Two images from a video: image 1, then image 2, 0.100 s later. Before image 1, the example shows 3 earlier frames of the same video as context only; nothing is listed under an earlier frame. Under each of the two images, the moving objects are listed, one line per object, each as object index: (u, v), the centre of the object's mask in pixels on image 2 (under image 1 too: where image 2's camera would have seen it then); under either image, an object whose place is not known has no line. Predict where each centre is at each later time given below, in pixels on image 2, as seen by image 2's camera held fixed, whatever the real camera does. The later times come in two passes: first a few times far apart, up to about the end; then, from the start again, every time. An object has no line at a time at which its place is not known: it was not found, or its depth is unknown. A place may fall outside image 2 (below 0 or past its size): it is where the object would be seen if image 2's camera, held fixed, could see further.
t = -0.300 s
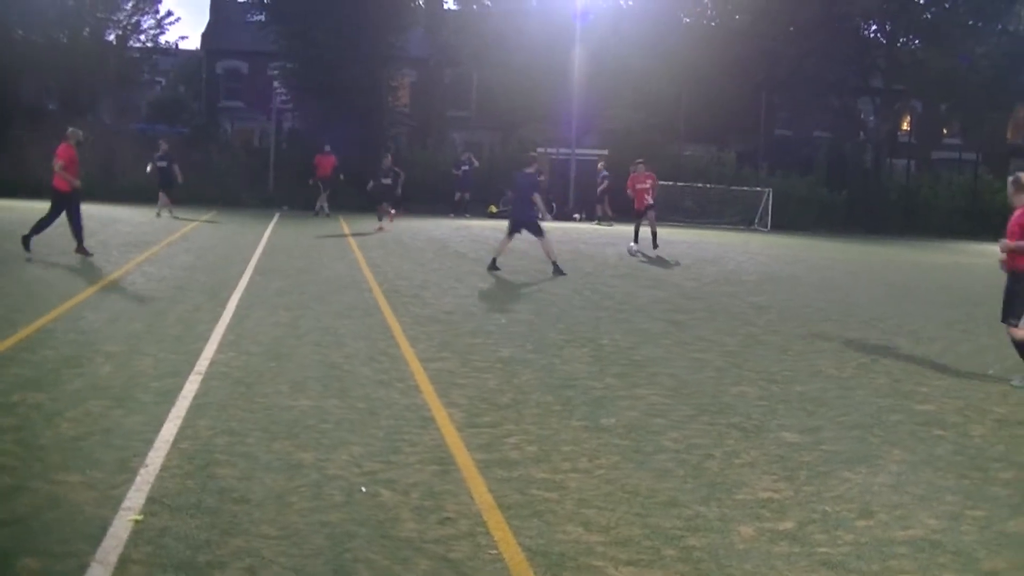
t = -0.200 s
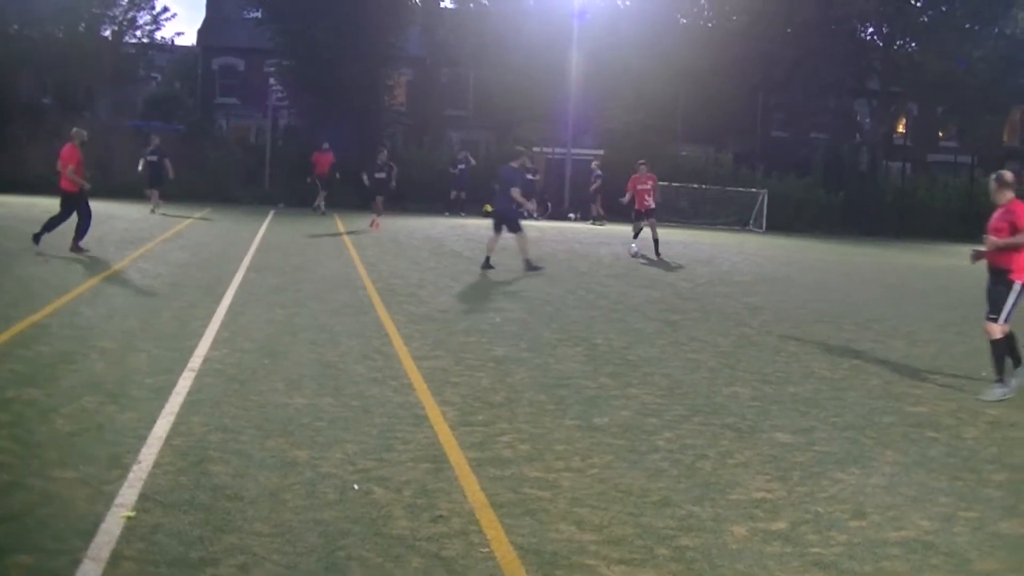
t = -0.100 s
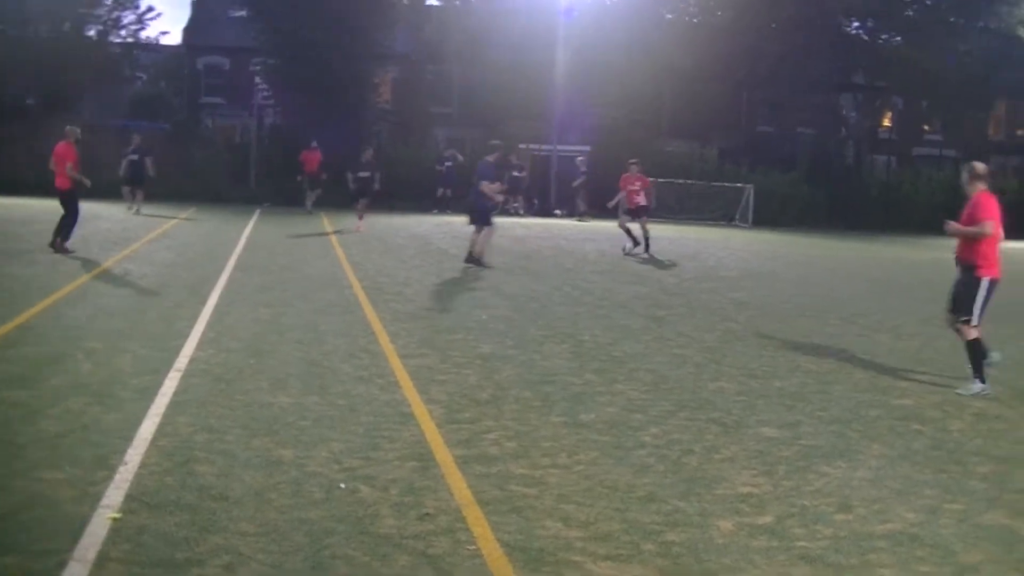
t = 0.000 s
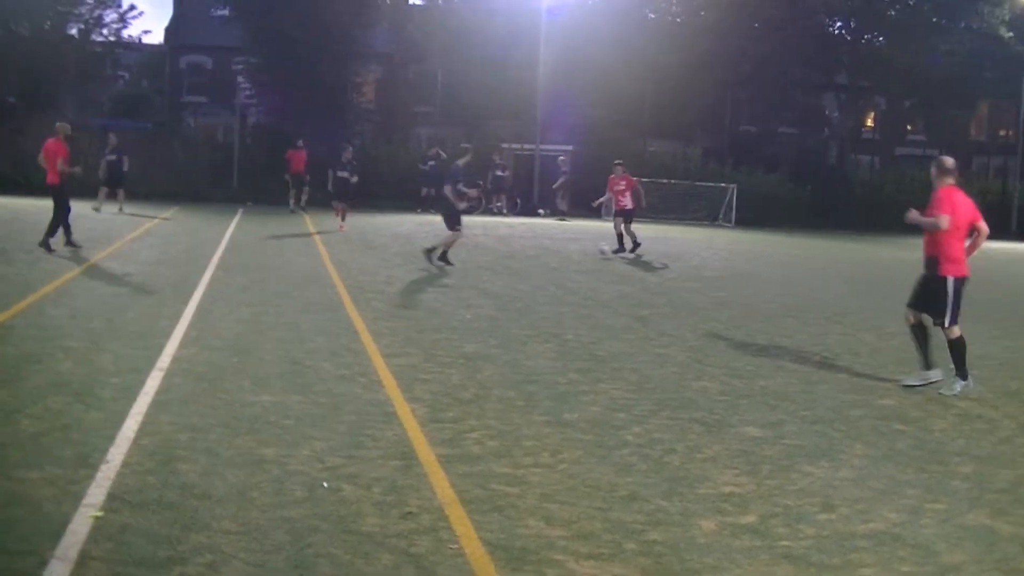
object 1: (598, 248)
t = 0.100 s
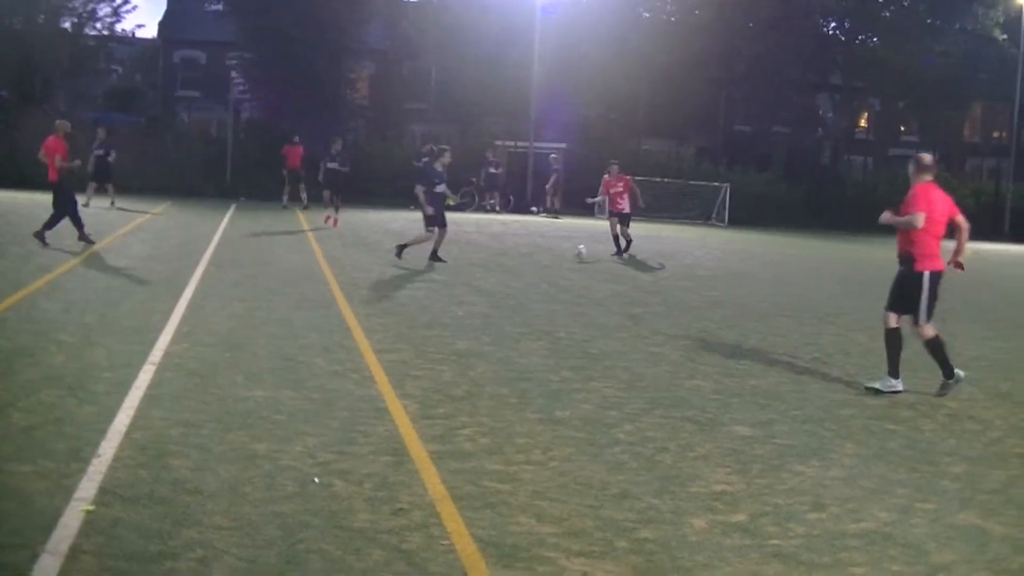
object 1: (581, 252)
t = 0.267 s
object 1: (551, 262)
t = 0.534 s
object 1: (503, 279)
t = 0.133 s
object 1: (576, 254)
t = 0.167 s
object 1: (571, 257)
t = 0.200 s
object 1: (564, 258)
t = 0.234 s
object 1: (557, 260)
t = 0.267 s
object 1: (551, 262)
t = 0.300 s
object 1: (544, 266)
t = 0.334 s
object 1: (538, 266)
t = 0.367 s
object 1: (532, 267)
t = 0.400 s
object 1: (525, 271)
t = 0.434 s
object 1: (519, 274)
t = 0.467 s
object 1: (513, 275)
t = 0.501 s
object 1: (508, 276)
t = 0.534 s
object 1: (503, 279)
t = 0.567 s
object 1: (496, 283)
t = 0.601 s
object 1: (489, 285)
